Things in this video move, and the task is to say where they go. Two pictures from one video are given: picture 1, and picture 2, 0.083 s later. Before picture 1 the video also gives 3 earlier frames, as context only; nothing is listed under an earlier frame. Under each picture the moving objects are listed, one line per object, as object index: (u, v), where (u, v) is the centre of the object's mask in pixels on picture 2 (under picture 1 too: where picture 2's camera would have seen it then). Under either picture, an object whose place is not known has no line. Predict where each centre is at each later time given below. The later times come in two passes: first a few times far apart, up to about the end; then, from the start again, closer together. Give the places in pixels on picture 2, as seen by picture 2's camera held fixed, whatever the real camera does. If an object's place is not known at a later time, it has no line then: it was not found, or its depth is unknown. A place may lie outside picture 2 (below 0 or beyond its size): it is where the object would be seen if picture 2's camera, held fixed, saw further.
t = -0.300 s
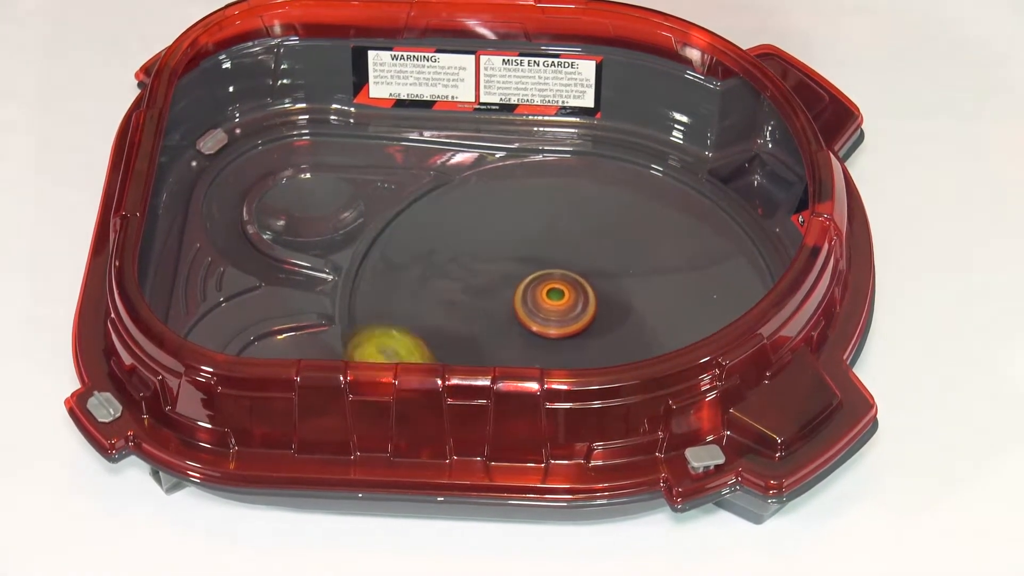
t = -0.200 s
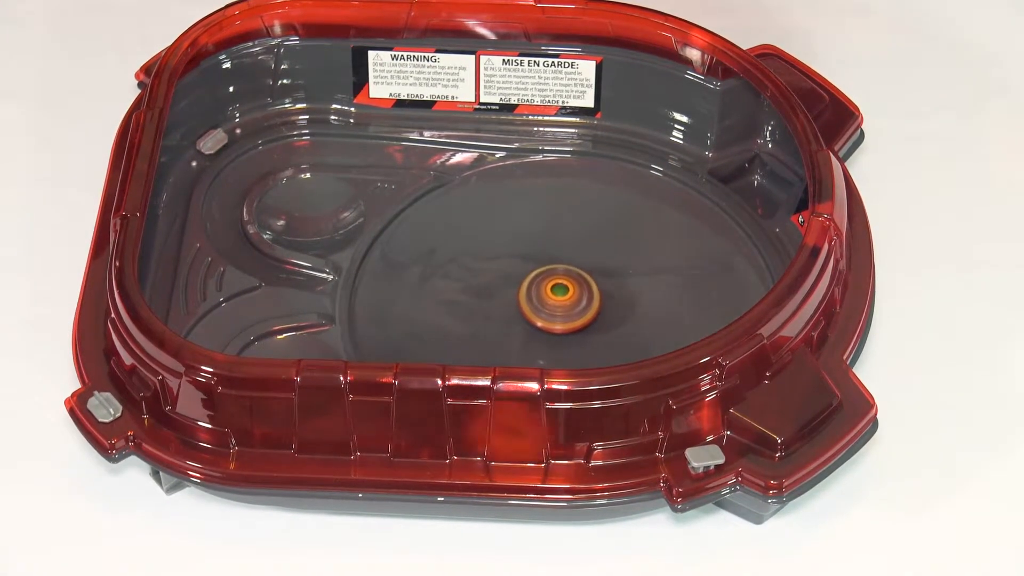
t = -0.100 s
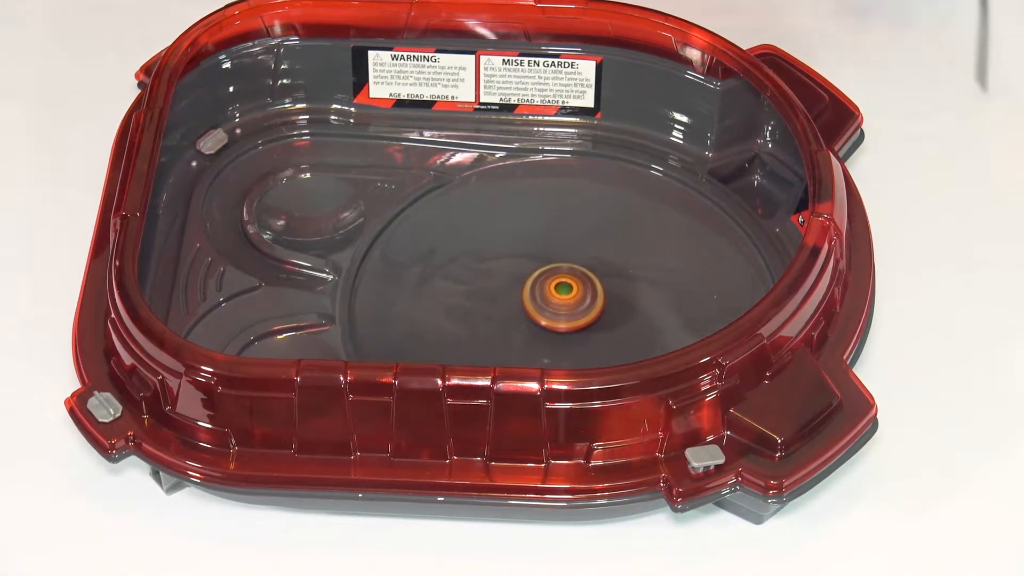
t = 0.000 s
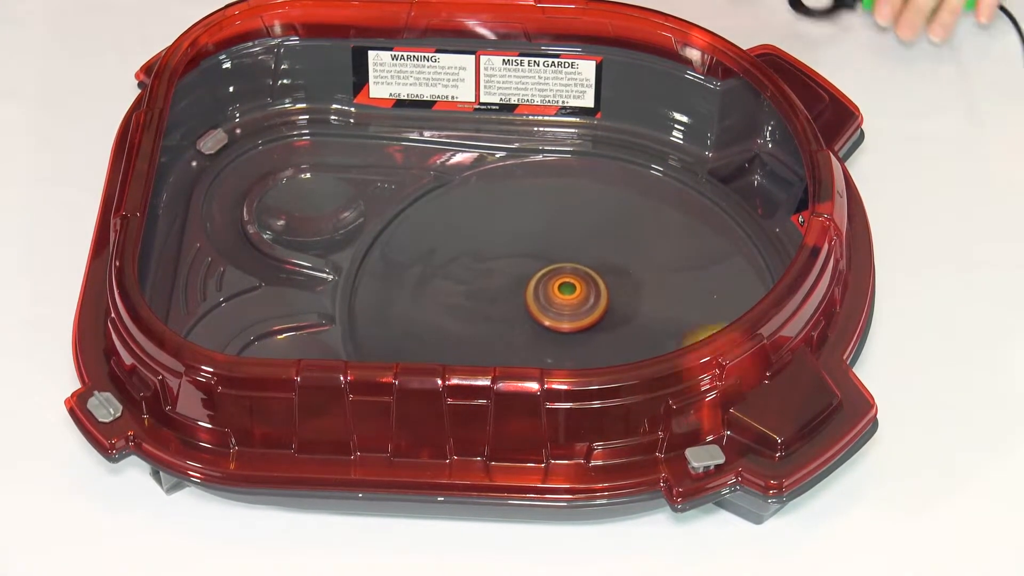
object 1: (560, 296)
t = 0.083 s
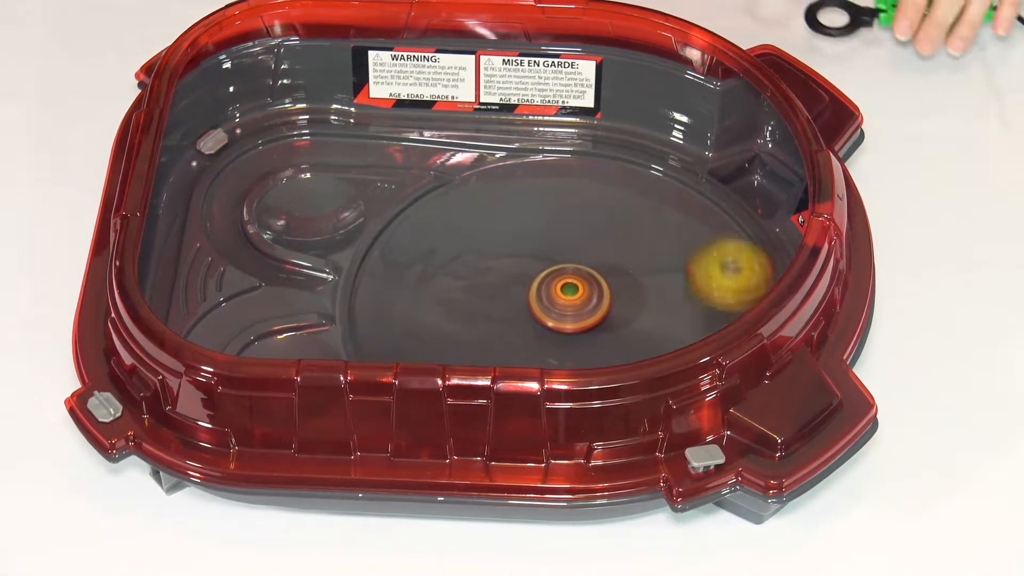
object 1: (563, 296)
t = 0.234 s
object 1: (566, 297)
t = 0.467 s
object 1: (571, 298)
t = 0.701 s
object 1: (574, 301)
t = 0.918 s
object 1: (583, 305)
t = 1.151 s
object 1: (625, 278)
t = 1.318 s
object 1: (661, 212)
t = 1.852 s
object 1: (480, 360)
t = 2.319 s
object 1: (754, 255)
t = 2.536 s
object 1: (525, 140)
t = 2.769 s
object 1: (257, 135)
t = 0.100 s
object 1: (563, 296)
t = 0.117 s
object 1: (564, 296)
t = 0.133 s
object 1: (564, 296)
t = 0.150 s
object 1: (565, 296)
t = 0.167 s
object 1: (565, 297)
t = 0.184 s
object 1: (565, 297)
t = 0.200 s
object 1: (566, 297)
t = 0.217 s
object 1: (566, 297)
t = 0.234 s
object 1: (566, 297)
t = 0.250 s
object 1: (567, 297)
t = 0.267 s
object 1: (567, 298)
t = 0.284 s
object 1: (567, 298)
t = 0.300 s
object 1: (568, 298)
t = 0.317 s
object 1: (568, 298)
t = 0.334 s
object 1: (569, 298)
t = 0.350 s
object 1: (569, 298)
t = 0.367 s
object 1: (569, 298)
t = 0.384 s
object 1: (569, 298)
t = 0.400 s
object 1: (570, 298)
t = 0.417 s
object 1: (570, 298)
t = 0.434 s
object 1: (570, 298)
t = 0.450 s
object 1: (570, 298)
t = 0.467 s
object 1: (571, 298)
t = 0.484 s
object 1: (571, 298)
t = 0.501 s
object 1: (571, 299)
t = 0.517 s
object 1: (572, 299)
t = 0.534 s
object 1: (572, 299)
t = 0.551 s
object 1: (572, 299)
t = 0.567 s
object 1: (573, 299)
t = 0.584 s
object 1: (573, 300)
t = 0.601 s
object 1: (574, 300)
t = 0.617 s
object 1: (574, 300)
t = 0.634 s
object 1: (575, 300)
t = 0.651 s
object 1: (575, 301)
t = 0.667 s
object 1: (575, 301)
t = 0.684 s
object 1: (574, 301)
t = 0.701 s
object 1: (574, 301)
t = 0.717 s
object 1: (575, 301)
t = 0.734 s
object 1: (575, 302)
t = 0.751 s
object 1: (577, 303)
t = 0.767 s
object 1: (577, 303)
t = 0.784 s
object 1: (577, 303)
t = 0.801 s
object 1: (577, 303)
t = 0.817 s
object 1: (577, 303)
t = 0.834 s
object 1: (577, 304)
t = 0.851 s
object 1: (576, 305)
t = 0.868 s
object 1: (576, 306)
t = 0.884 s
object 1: (575, 307)
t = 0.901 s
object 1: (576, 307)
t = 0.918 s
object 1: (583, 305)
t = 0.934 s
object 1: (594, 301)
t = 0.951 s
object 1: (604, 297)
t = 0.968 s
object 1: (611, 294)
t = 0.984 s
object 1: (617, 291)
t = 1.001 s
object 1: (620, 289)
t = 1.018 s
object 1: (623, 287)
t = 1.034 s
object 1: (626, 286)
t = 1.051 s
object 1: (628, 285)
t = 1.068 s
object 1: (628, 283)
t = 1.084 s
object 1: (629, 282)
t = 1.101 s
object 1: (628, 281)
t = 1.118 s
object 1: (626, 280)
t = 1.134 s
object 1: (627, 279)
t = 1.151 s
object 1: (625, 278)
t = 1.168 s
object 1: (626, 278)
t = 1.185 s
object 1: (624, 277)
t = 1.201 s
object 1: (623, 276)
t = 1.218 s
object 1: (624, 275)
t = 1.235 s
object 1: (624, 274)
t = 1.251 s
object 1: (632, 264)
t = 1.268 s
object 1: (642, 251)
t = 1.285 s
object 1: (651, 238)
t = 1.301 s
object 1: (657, 225)
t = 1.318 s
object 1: (661, 212)
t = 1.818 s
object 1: (481, 351)
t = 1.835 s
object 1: (481, 356)
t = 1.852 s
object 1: (480, 360)
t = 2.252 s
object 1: (739, 307)
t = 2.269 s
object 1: (745, 297)
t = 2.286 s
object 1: (750, 283)
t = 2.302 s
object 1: (754, 270)
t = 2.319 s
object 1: (754, 255)
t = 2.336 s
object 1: (749, 241)
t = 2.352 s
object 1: (738, 224)
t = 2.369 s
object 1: (722, 210)
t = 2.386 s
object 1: (714, 198)
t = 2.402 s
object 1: (697, 186)
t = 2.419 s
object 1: (674, 174)
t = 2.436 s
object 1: (662, 164)
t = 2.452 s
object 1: (640, 155)
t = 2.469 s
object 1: (622, 150)
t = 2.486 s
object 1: (601, 145)
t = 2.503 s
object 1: (575, 141)
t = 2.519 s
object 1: (553, 141)
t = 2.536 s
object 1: (525, 140)
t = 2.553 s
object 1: (503, 141)
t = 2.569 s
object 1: (483, 142)
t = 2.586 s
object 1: (459, 145)
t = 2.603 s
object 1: (438, 147)
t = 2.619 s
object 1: (419, 143)
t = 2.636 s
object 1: (403, 138)
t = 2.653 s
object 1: (386, 135)
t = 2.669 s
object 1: (369, 135)
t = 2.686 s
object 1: (352, 134)
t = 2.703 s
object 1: (333, 136)
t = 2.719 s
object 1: (313, 138)
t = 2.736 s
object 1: (294, 137)
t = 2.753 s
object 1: (275, 135)
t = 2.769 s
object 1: (257, 135)
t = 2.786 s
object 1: (240, 135)
